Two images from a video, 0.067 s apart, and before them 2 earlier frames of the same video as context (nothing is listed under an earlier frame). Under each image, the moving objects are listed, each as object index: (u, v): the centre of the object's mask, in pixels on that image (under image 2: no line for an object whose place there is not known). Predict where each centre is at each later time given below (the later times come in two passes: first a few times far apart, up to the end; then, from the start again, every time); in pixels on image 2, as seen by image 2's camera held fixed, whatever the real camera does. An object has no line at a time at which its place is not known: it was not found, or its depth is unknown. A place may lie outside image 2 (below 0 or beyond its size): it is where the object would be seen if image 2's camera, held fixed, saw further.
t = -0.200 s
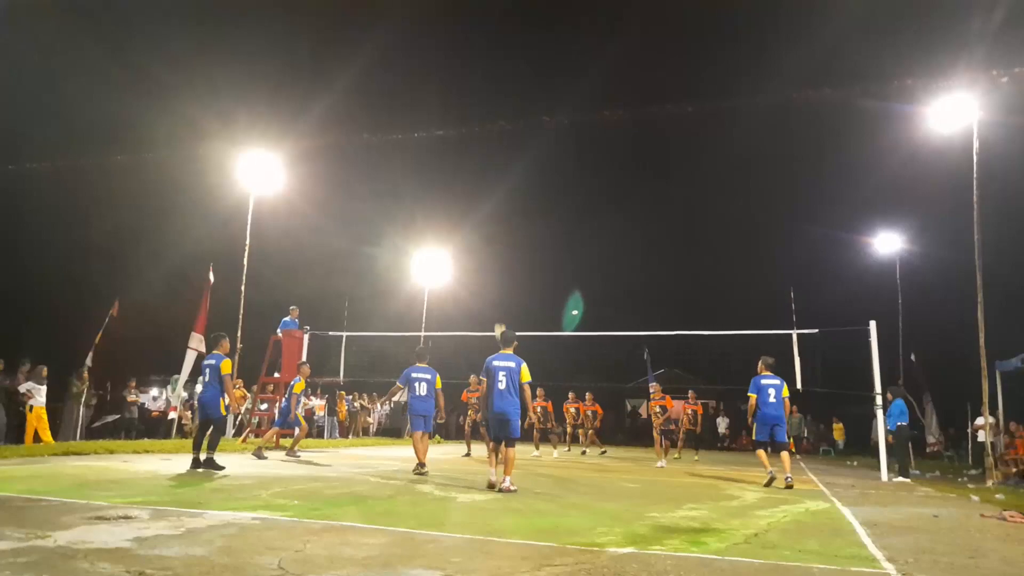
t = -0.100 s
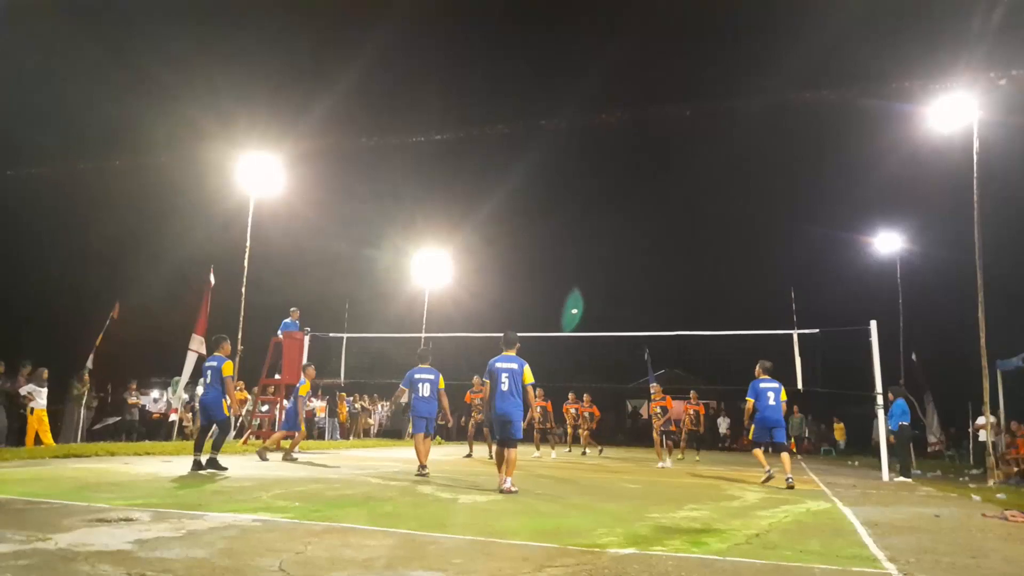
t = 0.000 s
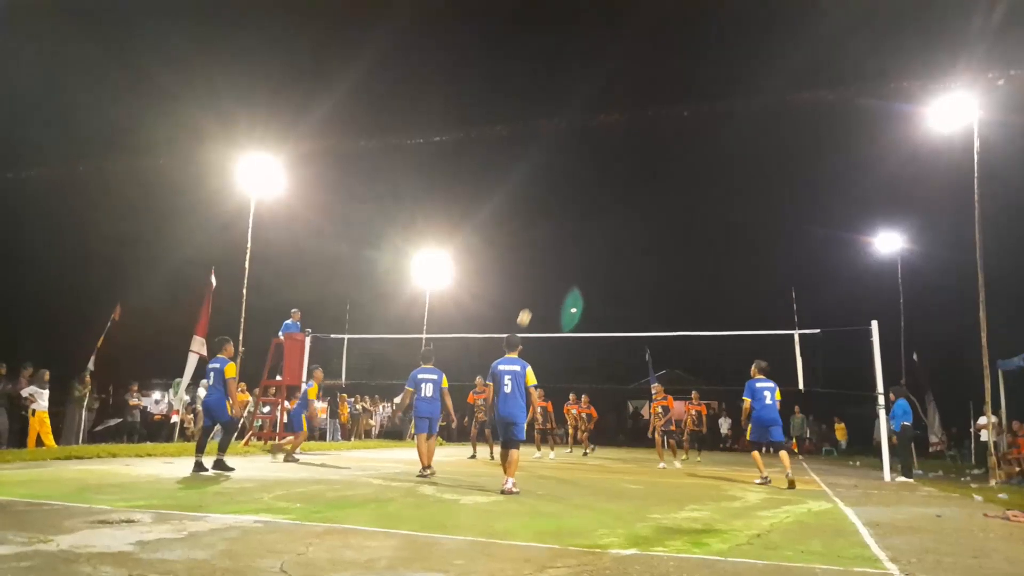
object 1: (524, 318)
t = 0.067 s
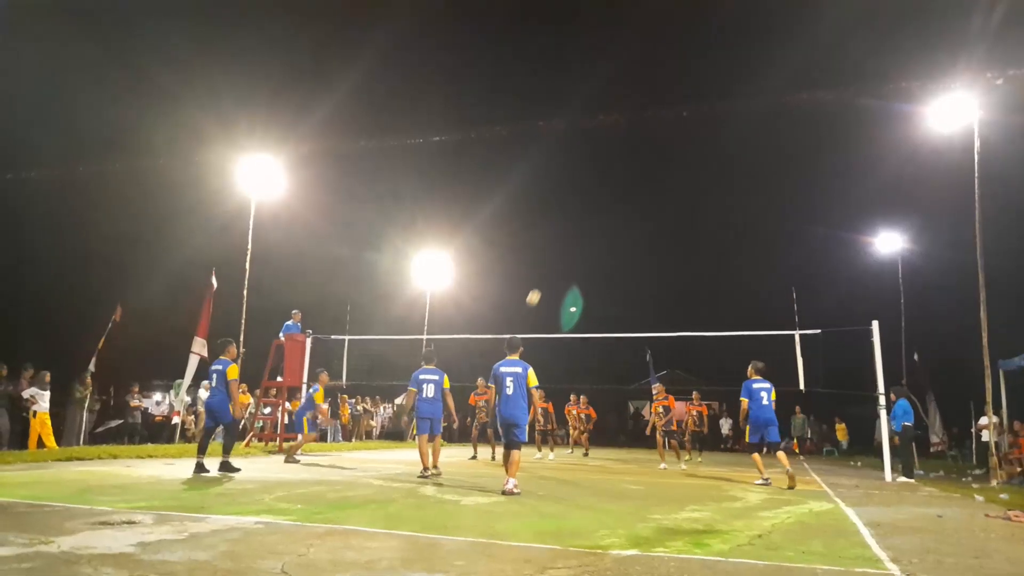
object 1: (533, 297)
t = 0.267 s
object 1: (558, 250)
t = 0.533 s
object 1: (591, 221)
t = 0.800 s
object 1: (625, 229)
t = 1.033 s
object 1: (654, 267)
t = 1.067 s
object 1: (659, 275)
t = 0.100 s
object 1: (538, 288)
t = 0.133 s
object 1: (542, 279)
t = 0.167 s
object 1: (546, 271)
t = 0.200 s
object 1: (550, 263)
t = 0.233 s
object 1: (554, 256)
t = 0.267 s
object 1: (558, 250)
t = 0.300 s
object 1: (562, 244)
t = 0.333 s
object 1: (566, 239)
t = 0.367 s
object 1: (571, 234)
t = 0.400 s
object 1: (575, 230)
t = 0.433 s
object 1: (579, 227)
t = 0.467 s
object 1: (583, 224)
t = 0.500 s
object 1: (587, 222)
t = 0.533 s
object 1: (591, 221)
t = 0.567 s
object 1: (595, 219)
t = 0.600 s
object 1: (599, 219)
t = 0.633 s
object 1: (604, 219)
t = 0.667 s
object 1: (608, 220)
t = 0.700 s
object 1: (612, 221)
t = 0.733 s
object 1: (616, 223)
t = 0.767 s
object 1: (621, 226)
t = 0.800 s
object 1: (625, 229)
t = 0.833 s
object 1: (629, 232)
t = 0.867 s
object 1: (633, 236)
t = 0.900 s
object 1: (637, 241)
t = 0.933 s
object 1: (642, 247)
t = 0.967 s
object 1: (646, 253)
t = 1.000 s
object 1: (650, 259)
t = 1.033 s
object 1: (654, 267)
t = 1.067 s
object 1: (659, 275)
